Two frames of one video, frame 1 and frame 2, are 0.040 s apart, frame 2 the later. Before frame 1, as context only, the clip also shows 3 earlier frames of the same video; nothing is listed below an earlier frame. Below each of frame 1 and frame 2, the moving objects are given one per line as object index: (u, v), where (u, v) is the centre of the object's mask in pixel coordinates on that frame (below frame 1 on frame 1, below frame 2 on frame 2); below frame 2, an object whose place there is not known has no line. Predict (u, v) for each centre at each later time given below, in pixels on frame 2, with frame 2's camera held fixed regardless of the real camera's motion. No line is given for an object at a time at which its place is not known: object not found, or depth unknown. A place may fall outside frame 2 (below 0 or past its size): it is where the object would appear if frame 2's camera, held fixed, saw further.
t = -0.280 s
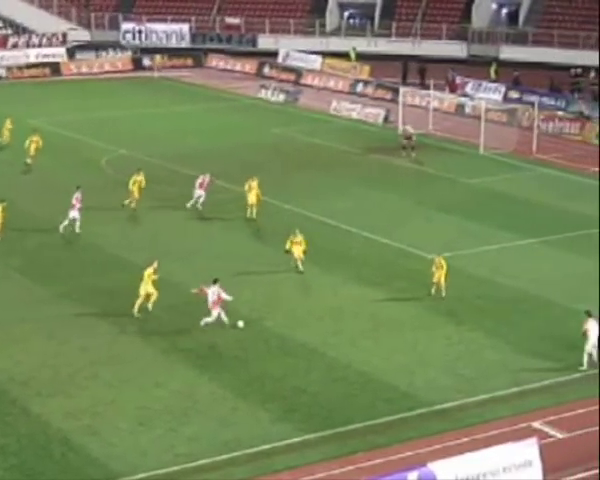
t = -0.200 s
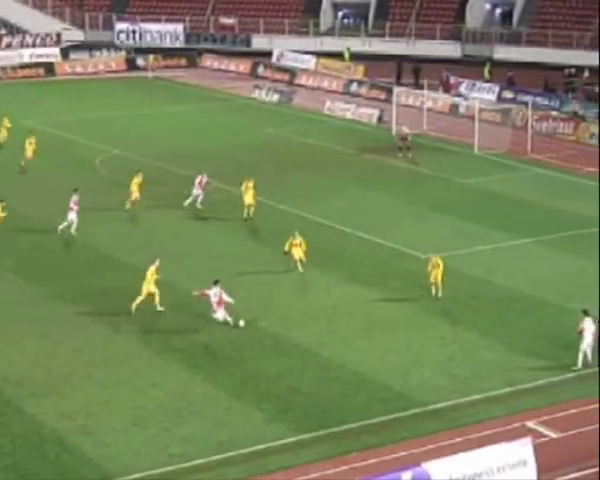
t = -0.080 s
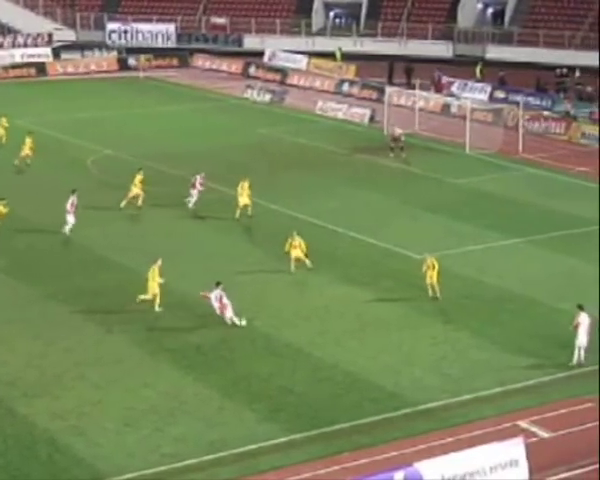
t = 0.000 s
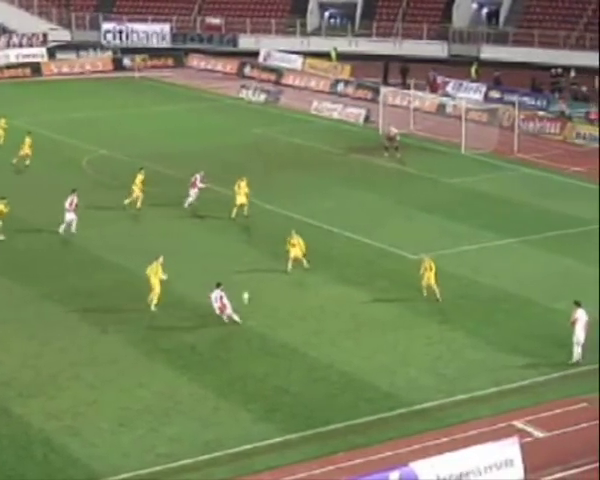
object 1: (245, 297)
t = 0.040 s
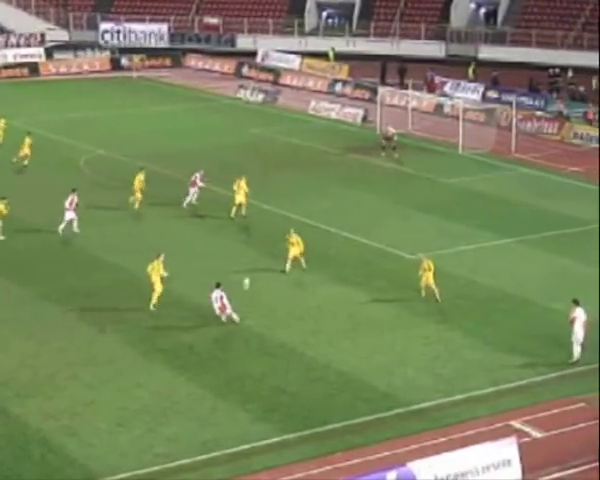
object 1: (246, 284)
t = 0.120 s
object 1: (252, 257)
